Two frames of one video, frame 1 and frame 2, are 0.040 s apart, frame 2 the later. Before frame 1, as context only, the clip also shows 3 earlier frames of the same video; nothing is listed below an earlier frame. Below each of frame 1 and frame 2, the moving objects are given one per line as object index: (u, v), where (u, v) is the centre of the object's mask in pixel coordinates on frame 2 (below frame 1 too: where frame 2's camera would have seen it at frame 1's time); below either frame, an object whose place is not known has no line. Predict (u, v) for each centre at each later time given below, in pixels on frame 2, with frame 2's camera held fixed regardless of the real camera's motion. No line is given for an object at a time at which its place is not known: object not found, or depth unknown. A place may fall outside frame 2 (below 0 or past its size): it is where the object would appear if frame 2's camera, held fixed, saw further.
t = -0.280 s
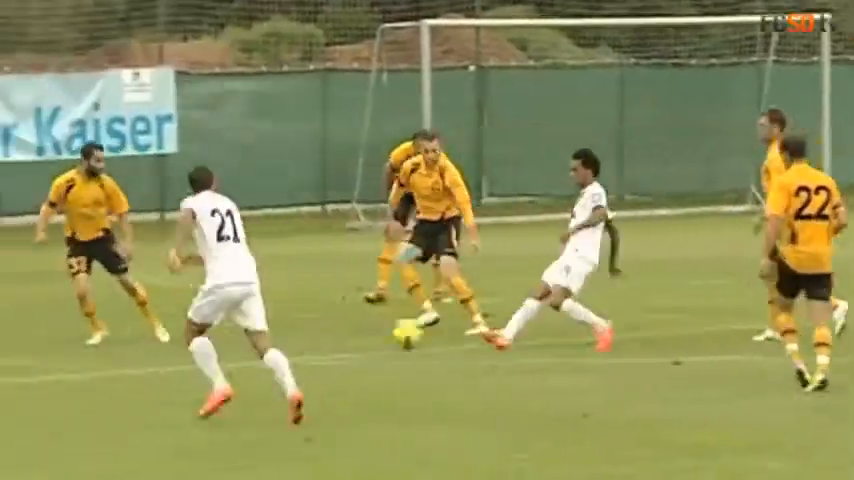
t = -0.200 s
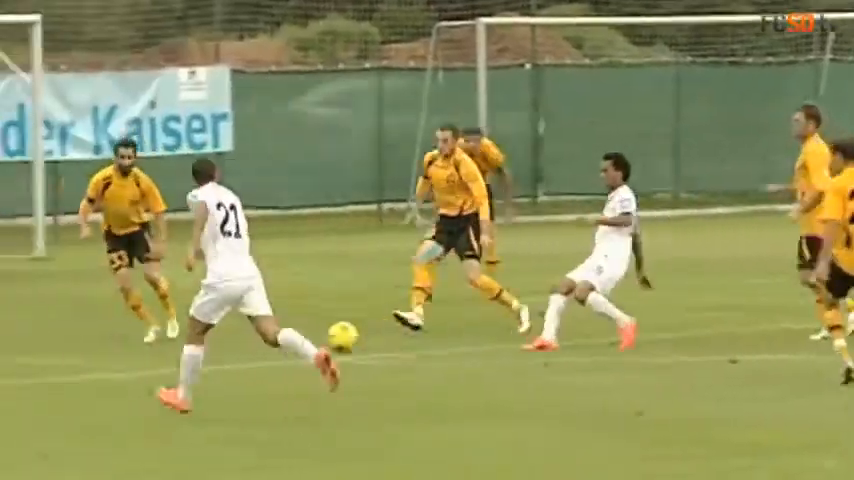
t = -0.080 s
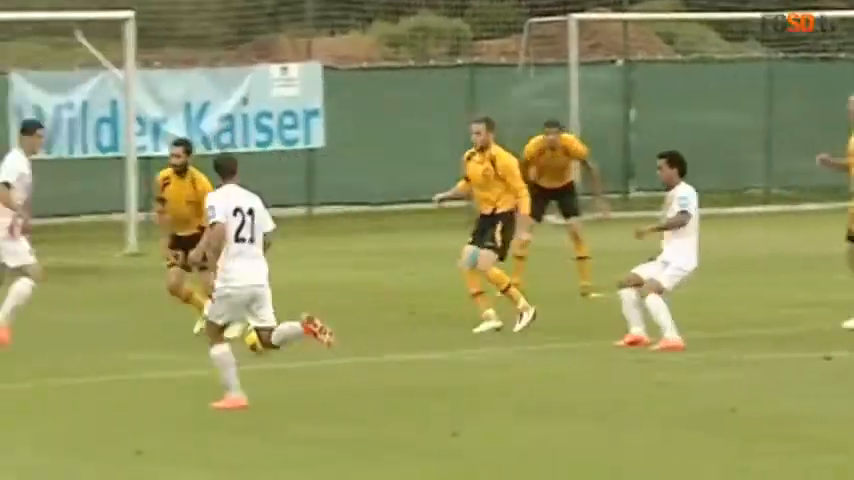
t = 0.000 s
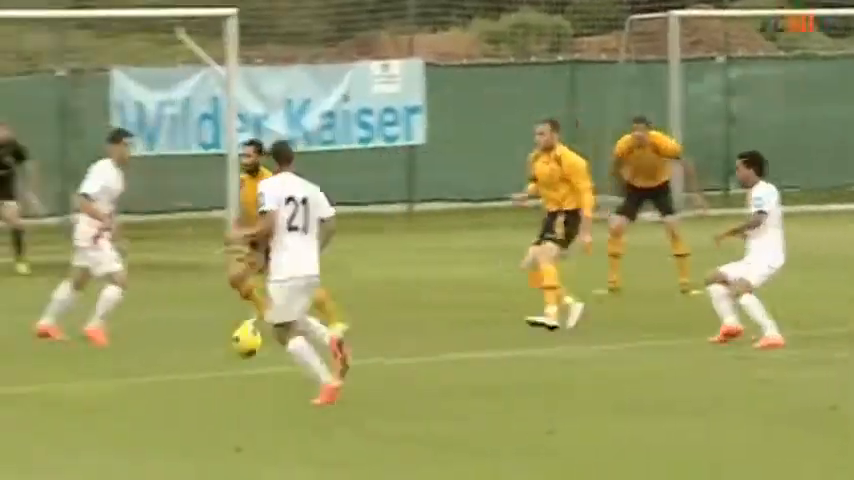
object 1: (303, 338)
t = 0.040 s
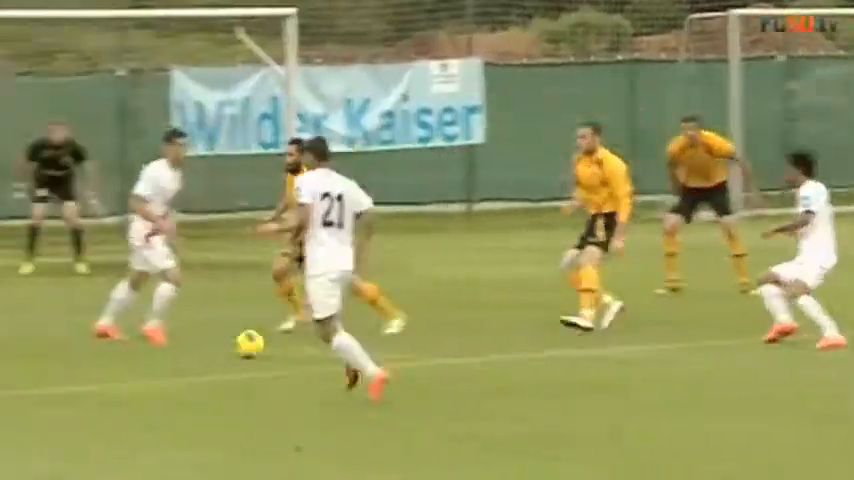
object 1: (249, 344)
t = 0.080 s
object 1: (200, 346)
